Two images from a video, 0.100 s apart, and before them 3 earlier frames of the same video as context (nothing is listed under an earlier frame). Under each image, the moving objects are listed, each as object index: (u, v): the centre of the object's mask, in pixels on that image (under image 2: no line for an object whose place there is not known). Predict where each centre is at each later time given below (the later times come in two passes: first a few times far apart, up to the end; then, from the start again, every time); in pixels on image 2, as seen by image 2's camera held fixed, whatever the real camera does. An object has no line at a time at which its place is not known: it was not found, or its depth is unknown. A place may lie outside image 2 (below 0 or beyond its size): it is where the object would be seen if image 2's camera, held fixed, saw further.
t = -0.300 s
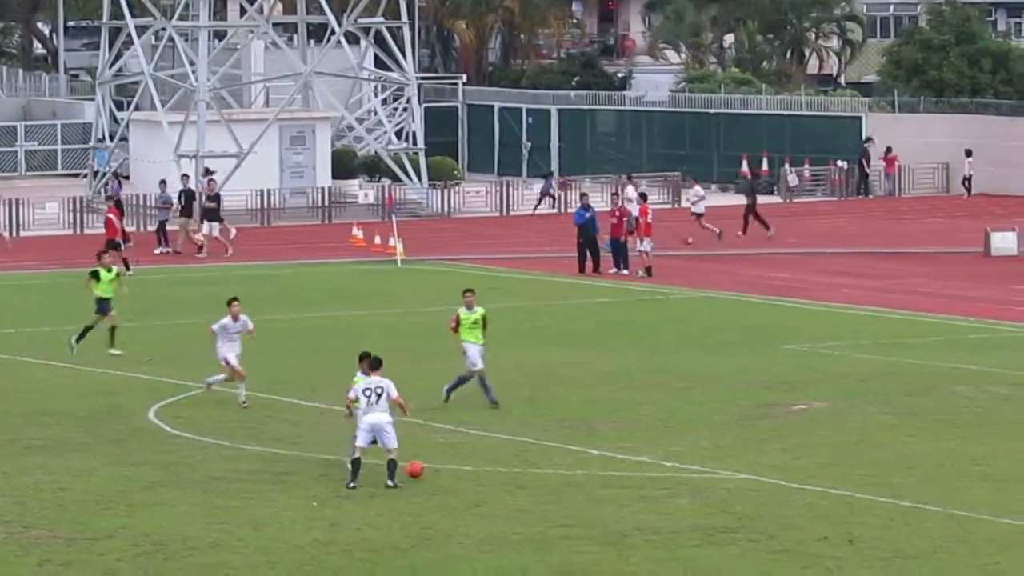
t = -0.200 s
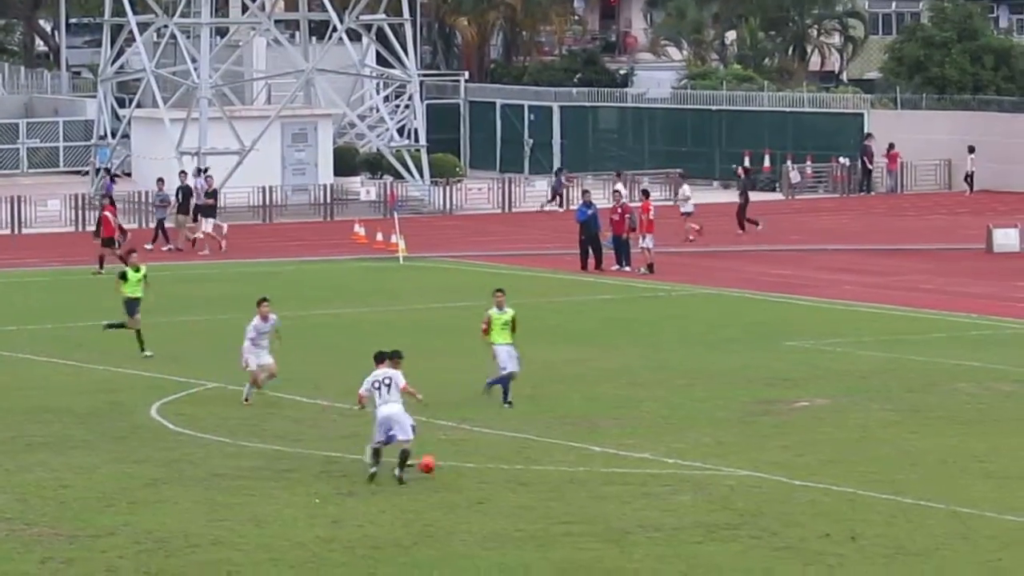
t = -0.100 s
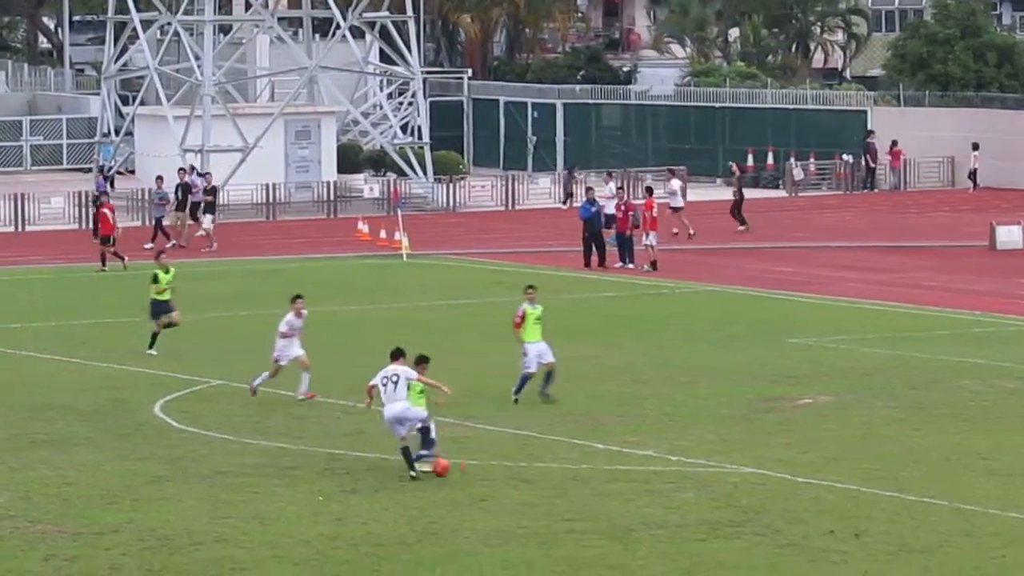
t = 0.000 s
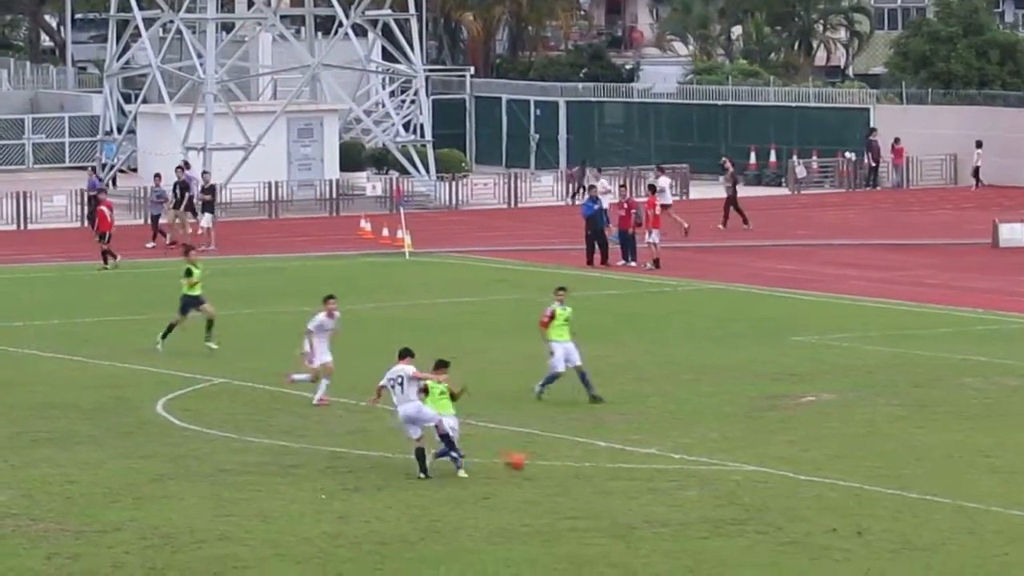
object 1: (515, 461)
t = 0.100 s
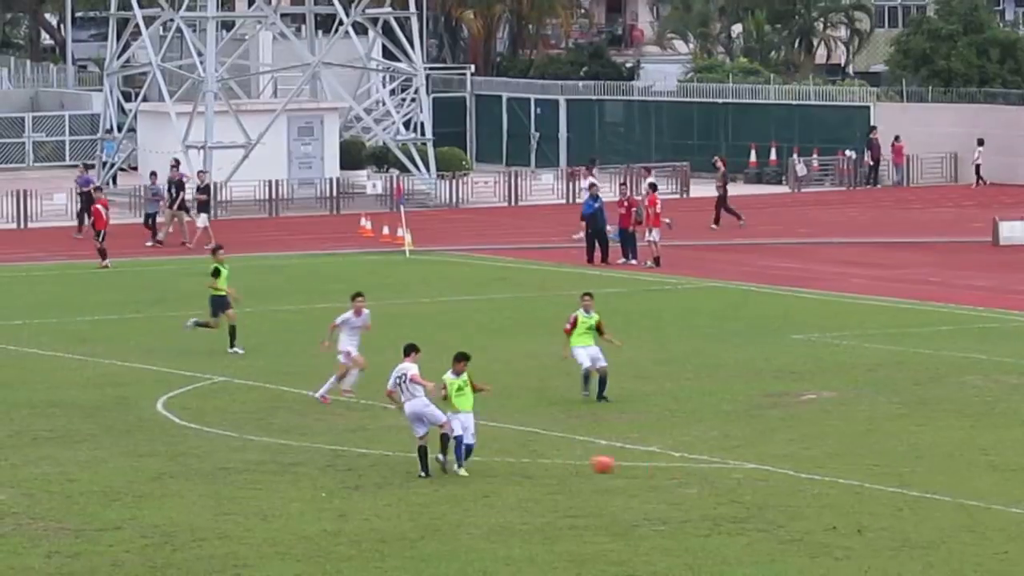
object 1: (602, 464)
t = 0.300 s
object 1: (784, 508)
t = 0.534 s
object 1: (966, 515)
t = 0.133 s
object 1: (632, 469)
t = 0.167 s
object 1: (663, 473)
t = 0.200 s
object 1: (693, 480)
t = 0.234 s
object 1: (723, 487)
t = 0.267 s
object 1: (754, 498)
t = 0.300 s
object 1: (784, 508)
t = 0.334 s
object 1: (814, 517)
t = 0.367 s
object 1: (840, 514)
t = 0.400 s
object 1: (865, 511)
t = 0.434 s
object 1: (890, 511)
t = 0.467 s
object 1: (916, 511)
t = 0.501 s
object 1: (941, 512)
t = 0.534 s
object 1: (966, 515)
